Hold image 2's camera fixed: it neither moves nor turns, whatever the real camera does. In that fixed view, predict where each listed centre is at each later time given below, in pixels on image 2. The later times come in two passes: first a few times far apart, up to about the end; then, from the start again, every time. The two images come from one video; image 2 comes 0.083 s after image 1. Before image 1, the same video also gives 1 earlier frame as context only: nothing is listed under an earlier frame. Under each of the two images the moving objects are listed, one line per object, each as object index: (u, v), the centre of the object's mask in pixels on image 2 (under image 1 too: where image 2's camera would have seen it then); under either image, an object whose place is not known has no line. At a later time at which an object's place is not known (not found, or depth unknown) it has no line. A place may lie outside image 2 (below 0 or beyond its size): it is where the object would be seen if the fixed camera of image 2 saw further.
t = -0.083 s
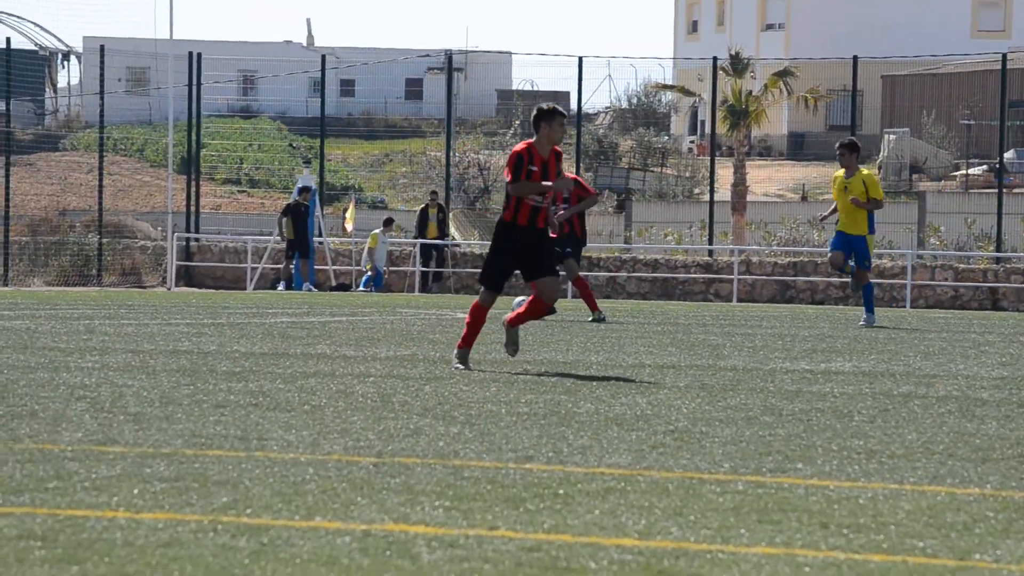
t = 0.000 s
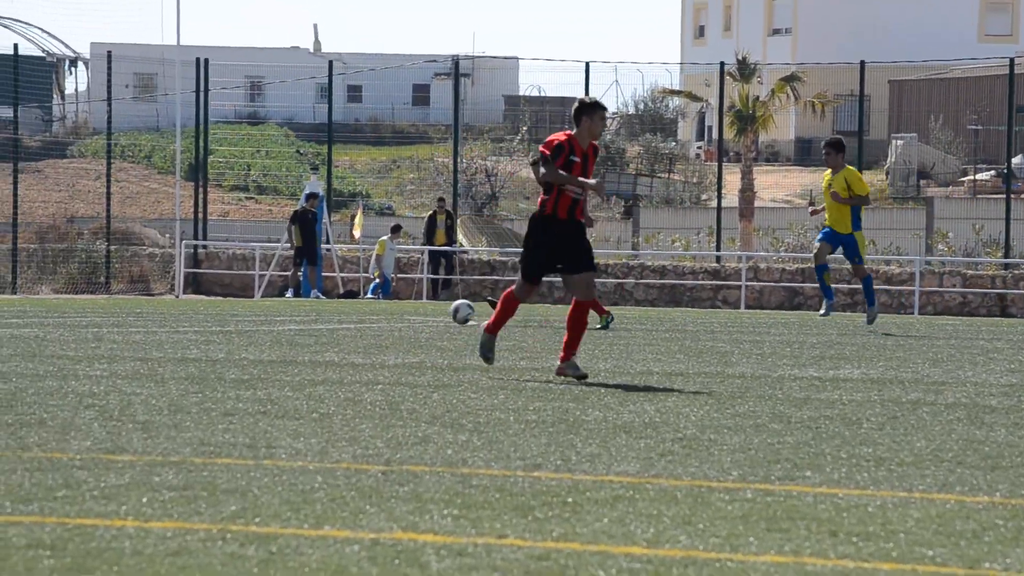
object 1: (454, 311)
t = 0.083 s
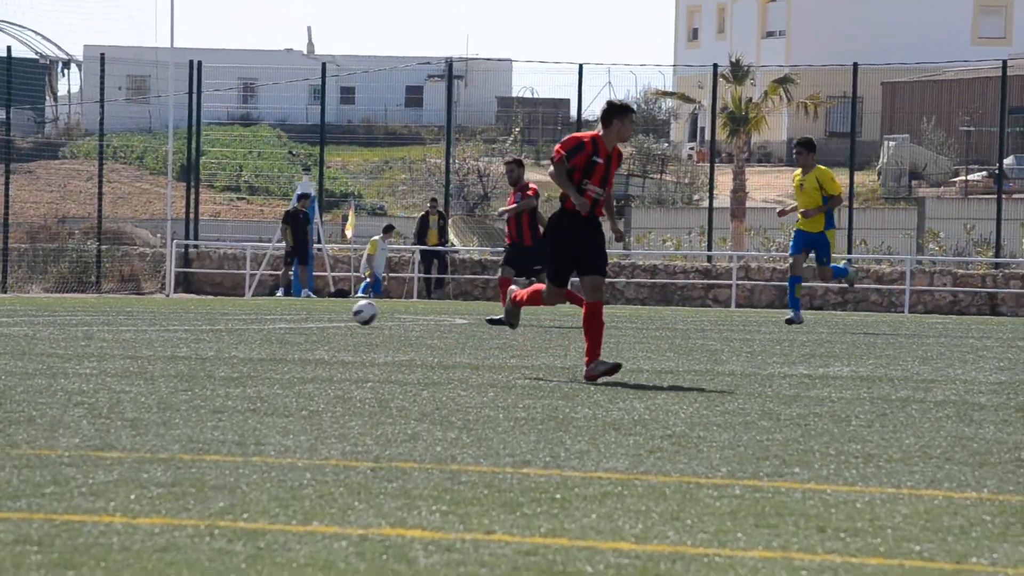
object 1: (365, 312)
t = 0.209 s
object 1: (240, 310)
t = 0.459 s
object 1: (-8, 313)
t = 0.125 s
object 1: (321, 316)
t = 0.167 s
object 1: (281, 314)
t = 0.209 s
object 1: (240, 310)
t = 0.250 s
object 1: (199, 310)
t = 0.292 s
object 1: (155, 312)
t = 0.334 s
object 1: (112, 316)
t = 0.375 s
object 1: (71, 319)
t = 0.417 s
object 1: (32, 315)
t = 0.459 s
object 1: (-8, 313)
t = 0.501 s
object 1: (-51, 314)
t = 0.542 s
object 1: (-89, 318)
